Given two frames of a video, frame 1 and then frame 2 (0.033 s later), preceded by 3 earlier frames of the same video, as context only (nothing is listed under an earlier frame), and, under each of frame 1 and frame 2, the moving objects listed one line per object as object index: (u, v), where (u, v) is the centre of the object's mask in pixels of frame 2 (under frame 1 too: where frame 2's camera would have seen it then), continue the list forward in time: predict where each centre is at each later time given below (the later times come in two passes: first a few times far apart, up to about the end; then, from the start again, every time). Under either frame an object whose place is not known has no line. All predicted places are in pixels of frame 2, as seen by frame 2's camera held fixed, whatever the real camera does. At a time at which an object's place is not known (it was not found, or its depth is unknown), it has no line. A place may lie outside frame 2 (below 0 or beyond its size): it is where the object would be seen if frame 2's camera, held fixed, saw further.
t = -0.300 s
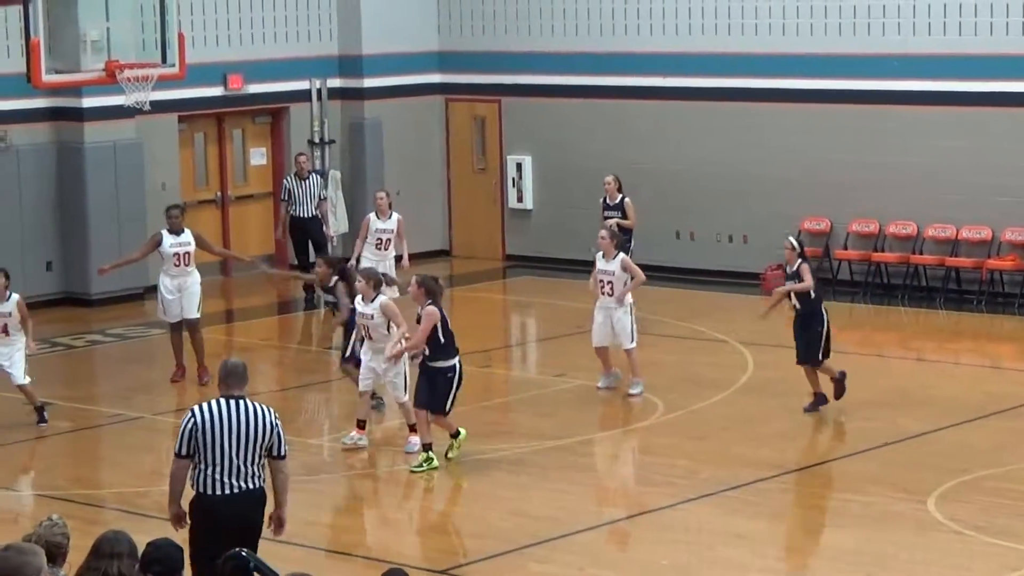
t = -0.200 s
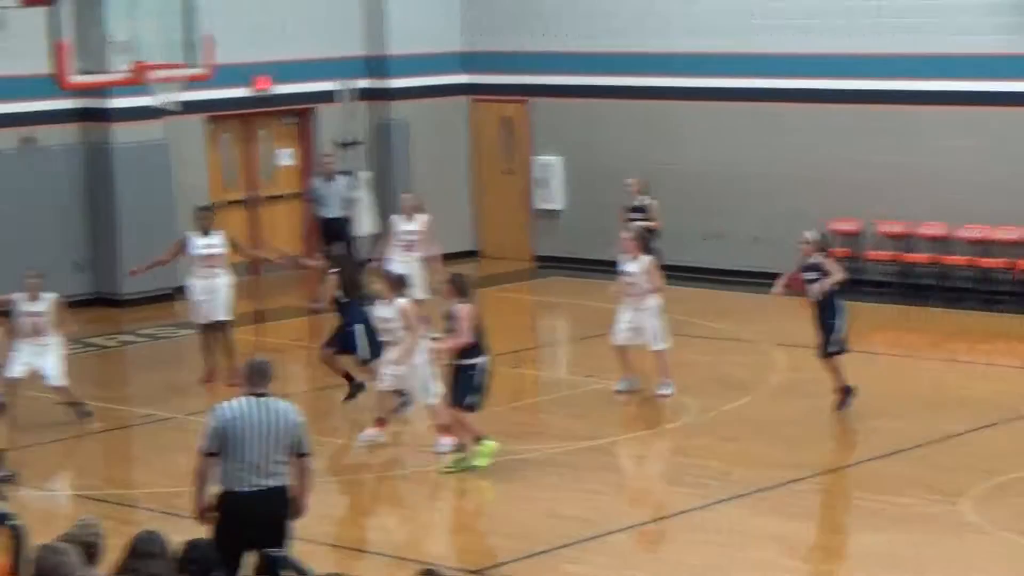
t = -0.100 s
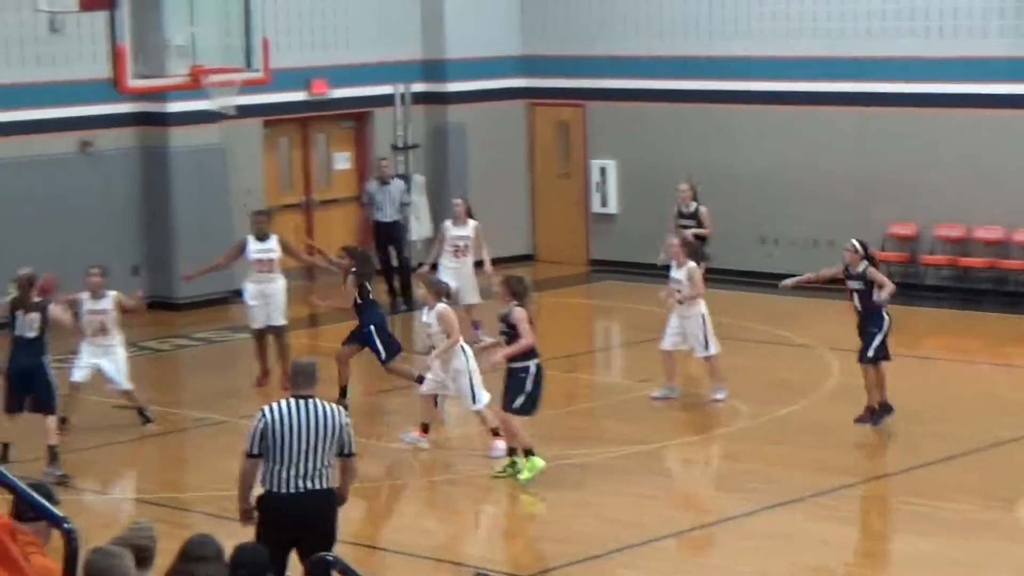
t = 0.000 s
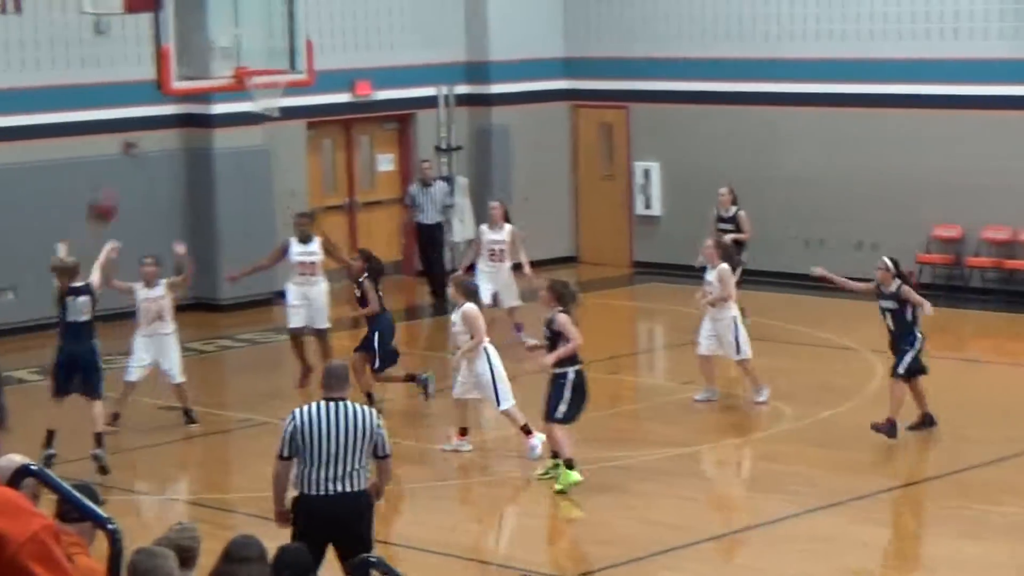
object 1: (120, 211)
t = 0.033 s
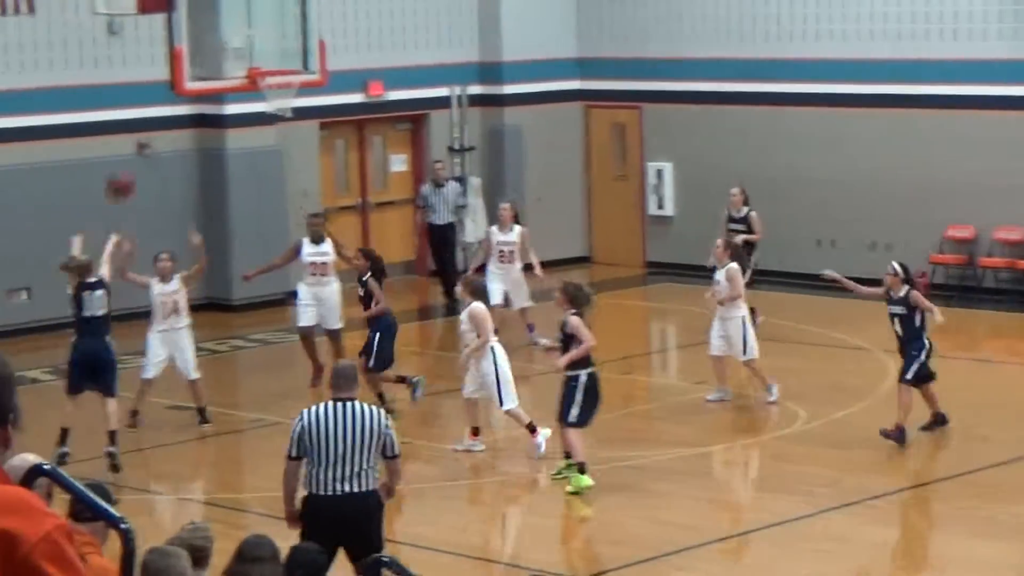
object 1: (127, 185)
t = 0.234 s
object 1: (157, 69)
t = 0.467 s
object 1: (189, 3)
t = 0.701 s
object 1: (224, 0)
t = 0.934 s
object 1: (258, 44)
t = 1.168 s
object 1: (279, 32)
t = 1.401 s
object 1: (296, 40)
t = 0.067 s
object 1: (132, 162)
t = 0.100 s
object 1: (137, 138)
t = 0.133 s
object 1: (139, 118)
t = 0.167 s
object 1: (146, 100)
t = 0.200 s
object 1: (151, 85)
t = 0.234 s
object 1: (157, 69)
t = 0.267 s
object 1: (161, 56)
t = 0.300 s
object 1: (164, 43)
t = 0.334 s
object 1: (172, 32)
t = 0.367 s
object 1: (174, 22)
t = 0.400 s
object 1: (179, 14)
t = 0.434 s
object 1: (184, 7)
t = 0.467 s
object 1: (189, 3)
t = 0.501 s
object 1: (195, 2)
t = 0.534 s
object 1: (200, 0)
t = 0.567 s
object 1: (205, -1)
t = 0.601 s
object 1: (209, -2)
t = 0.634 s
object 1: (214, -2)
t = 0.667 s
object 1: (219, -1)
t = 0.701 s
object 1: (224, 0)
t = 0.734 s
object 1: (229, 2)
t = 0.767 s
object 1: (234, 4)
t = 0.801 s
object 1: (238, 10)
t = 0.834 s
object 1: (248, 18)
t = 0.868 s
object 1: (249, 26)
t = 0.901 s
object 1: (254, 35)
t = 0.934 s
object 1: (258, 44)
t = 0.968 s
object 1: (264, 55)
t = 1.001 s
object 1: (271, 58)
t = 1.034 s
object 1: (273, 52)
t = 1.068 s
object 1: (275, 45)
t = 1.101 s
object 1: (274, 39)
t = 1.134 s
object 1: (276, 35)
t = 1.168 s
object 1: (279, 32)
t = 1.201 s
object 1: (281, 30)
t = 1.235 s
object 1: (284, 29)
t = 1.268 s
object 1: (286, 29)
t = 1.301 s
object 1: (288, 30)
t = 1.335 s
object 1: (291, 32)
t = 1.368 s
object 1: (294, 35)
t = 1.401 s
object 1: (296, 40)
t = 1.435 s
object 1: (299, 43)
